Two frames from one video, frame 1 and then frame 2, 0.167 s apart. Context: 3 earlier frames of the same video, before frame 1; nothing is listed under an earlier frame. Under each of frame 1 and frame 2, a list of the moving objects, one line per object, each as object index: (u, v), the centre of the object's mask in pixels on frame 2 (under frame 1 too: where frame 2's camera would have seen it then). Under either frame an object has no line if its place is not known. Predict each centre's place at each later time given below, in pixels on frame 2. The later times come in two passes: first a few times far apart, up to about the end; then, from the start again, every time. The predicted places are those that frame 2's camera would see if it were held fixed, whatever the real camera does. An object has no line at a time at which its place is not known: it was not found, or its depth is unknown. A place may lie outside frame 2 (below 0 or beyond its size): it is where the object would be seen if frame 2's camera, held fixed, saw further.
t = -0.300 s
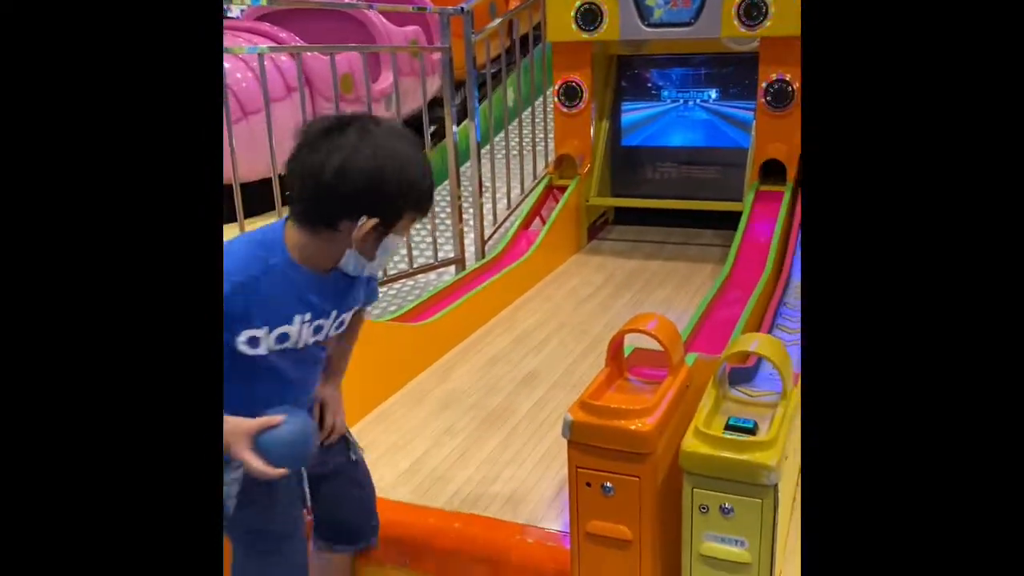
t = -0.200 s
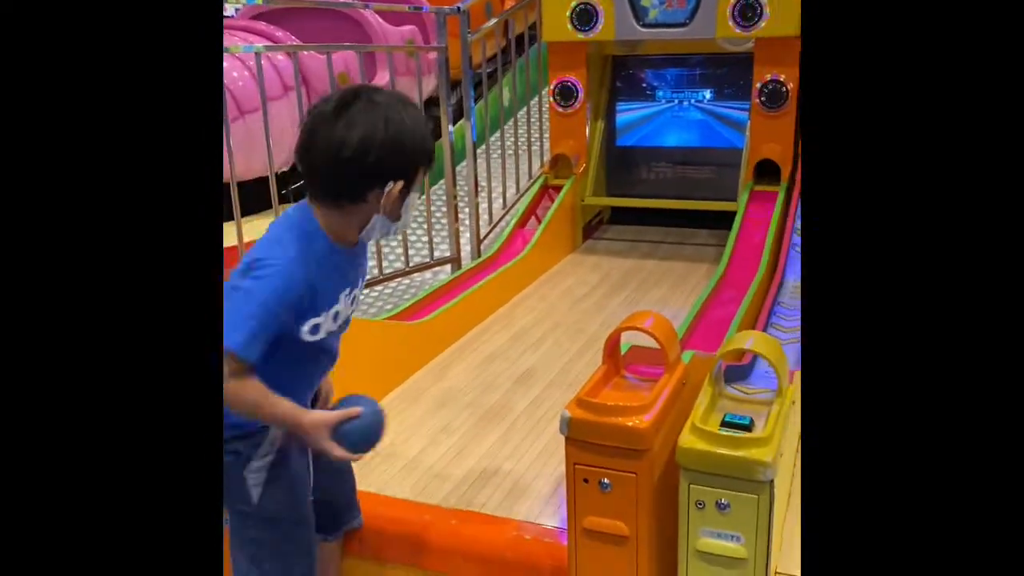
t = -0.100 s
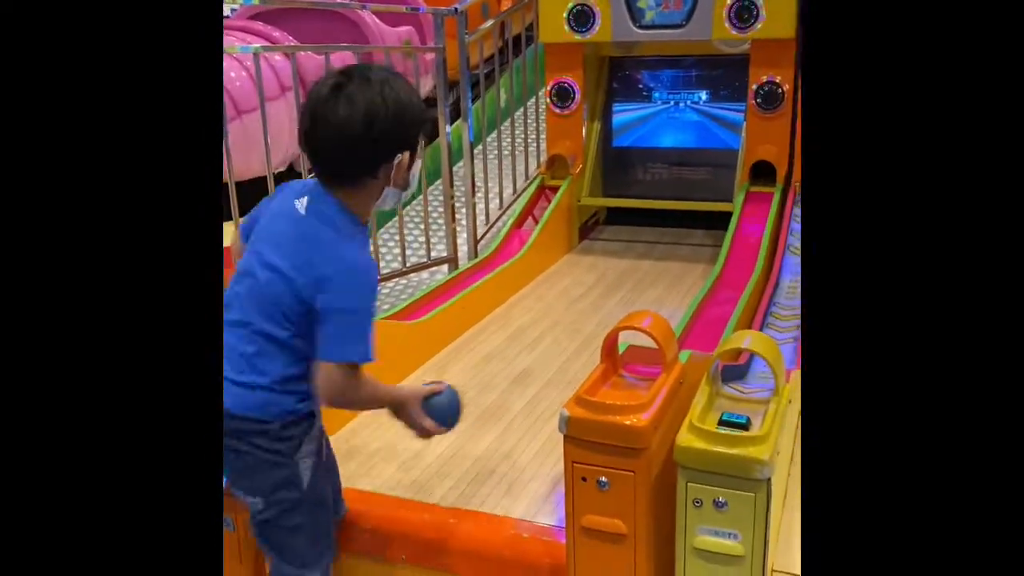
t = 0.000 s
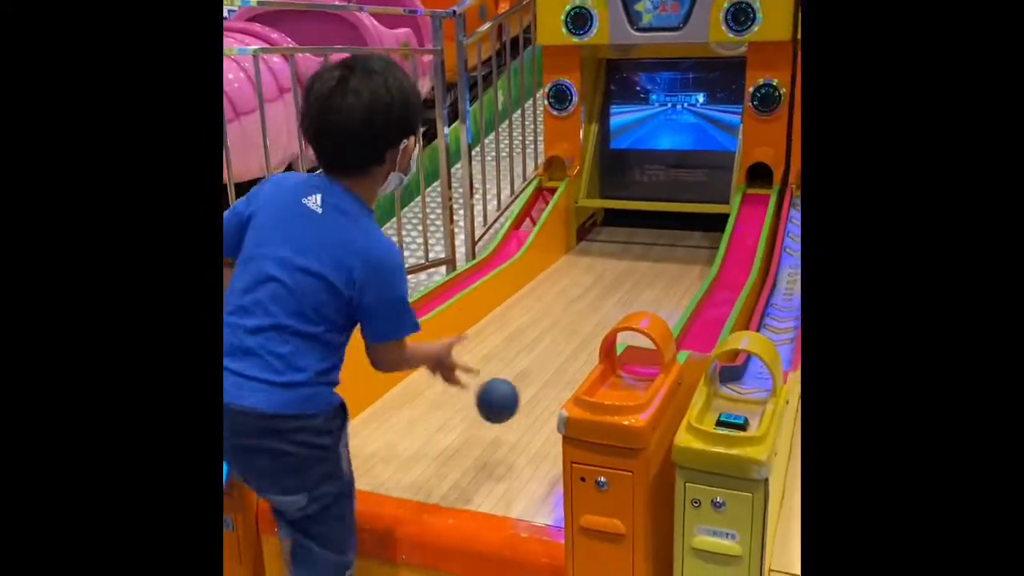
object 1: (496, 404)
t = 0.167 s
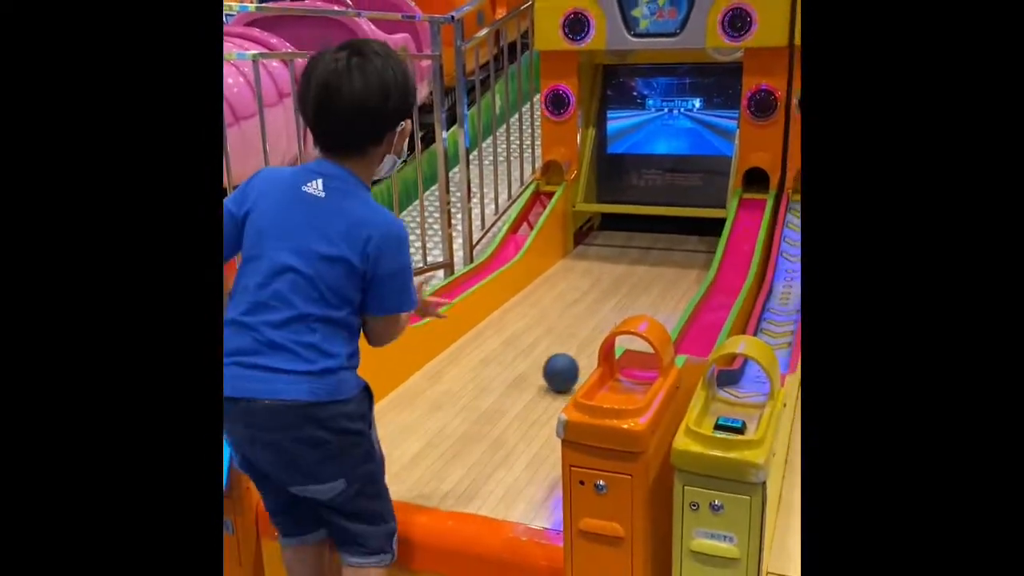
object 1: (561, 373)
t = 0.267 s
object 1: (586, 345)
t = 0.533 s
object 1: (635, 290)
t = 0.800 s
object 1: (668, 253)
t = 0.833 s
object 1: (671, 248)
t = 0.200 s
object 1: (570, 363)
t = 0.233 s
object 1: (579, 354)
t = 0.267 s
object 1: (586, 345)
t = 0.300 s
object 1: (592, 336)
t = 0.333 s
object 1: (599, 328)
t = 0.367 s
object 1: (606, 320)
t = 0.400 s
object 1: (612, 314)
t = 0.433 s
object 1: (618, 308)
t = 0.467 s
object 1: (624, 302)
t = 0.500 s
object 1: (630, 296)
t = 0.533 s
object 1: (635, 290)
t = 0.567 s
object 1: (639, 285)
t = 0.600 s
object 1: (644, 280)
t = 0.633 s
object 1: (648, 275)
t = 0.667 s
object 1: (653, 270)
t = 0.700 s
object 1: (657, 265)
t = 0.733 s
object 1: (661, 260)
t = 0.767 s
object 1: (664, 256)
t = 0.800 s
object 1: (668, 253)
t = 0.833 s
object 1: (671, 248)
